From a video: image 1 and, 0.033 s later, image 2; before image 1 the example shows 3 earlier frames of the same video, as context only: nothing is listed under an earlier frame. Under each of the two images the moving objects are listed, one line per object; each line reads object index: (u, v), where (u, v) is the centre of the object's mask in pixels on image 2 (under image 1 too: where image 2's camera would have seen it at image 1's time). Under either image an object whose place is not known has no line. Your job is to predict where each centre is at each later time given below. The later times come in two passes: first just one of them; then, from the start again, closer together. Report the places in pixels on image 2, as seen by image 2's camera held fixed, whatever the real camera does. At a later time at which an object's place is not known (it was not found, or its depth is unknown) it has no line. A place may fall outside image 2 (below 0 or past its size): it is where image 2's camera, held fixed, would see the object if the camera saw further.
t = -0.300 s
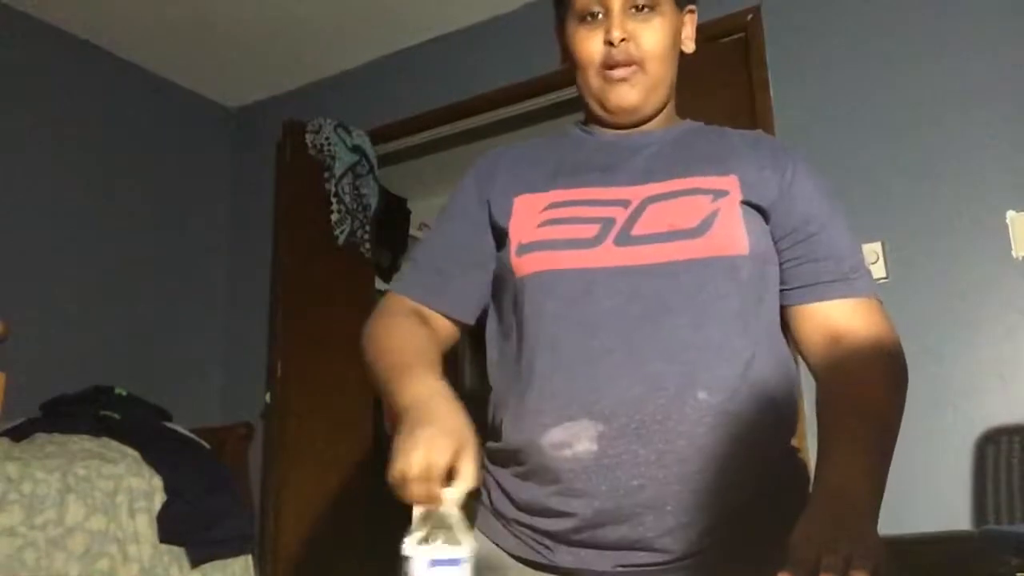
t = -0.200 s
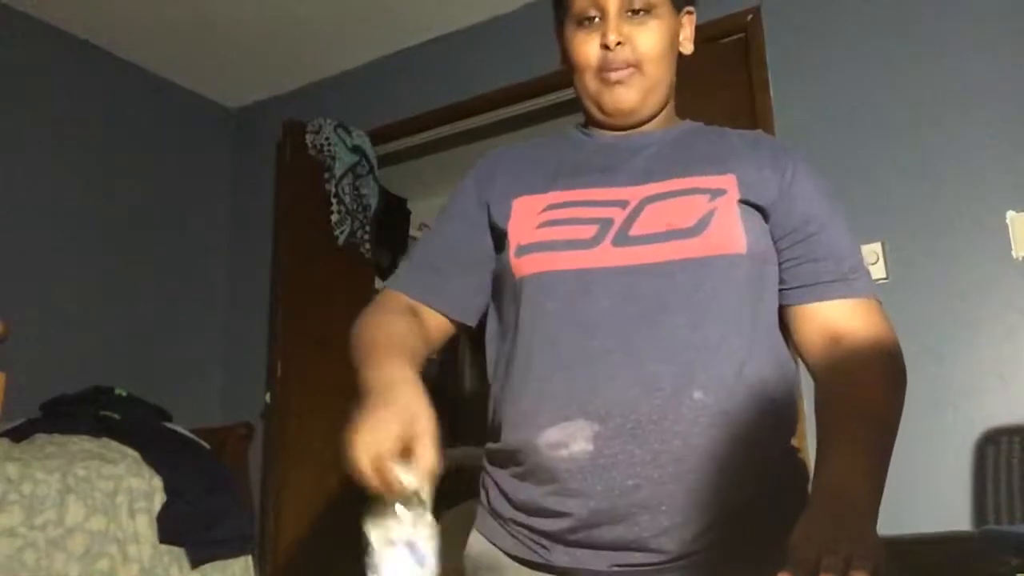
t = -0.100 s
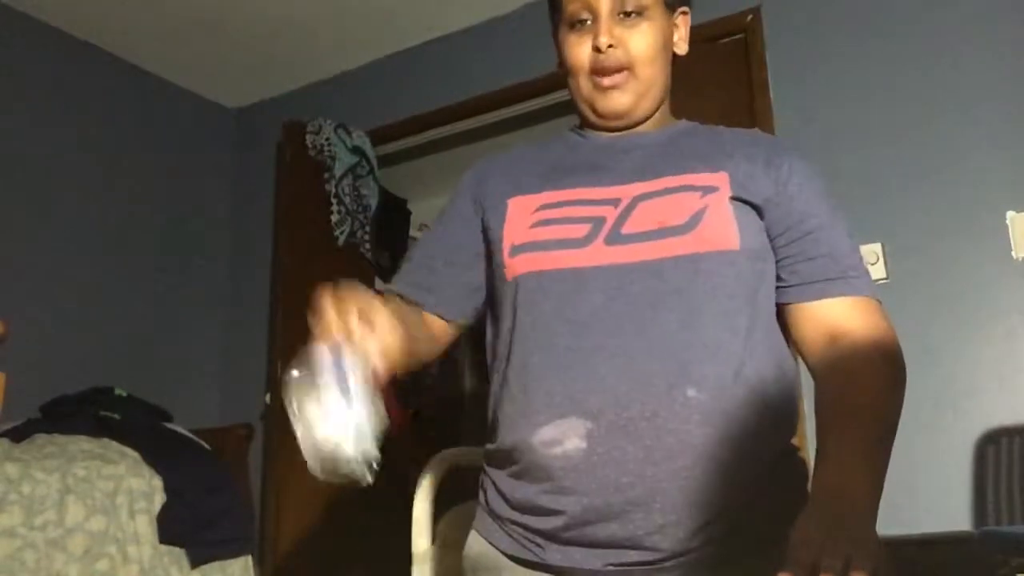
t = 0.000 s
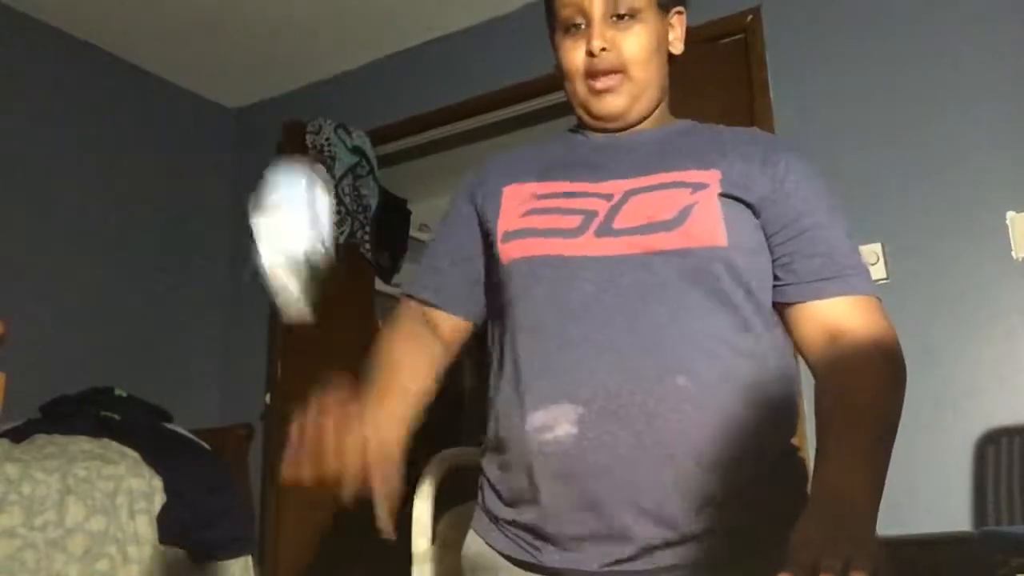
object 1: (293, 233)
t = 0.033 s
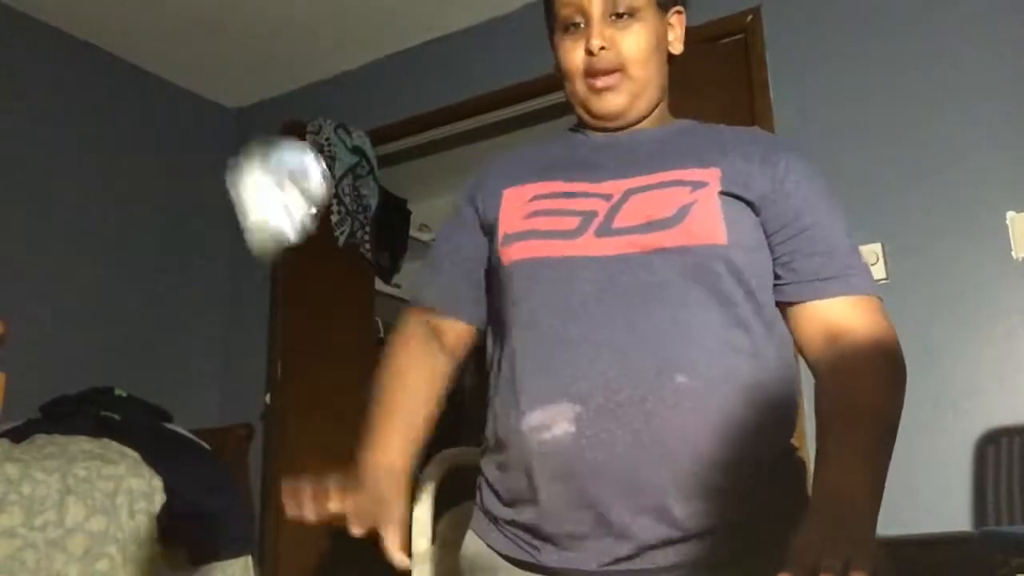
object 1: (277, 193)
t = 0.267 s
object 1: (161, 248)
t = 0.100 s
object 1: (251, 140)
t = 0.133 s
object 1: (238, 137)
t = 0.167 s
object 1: (222, 149)
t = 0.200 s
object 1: (201, 172)
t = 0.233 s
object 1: (179, 202)
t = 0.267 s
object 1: (161, 248)
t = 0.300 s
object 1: (141, 311)
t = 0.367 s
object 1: (90, 473)
